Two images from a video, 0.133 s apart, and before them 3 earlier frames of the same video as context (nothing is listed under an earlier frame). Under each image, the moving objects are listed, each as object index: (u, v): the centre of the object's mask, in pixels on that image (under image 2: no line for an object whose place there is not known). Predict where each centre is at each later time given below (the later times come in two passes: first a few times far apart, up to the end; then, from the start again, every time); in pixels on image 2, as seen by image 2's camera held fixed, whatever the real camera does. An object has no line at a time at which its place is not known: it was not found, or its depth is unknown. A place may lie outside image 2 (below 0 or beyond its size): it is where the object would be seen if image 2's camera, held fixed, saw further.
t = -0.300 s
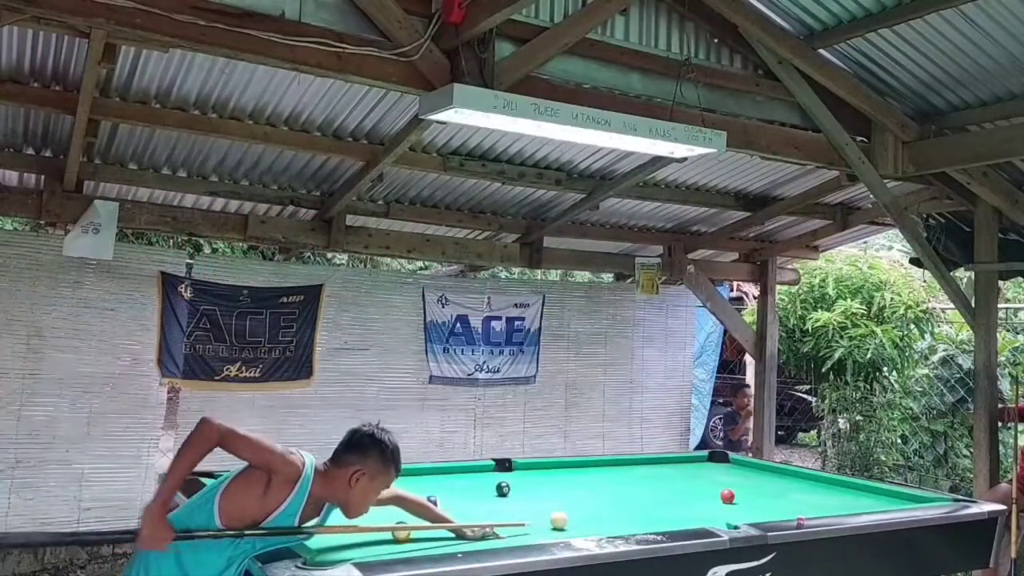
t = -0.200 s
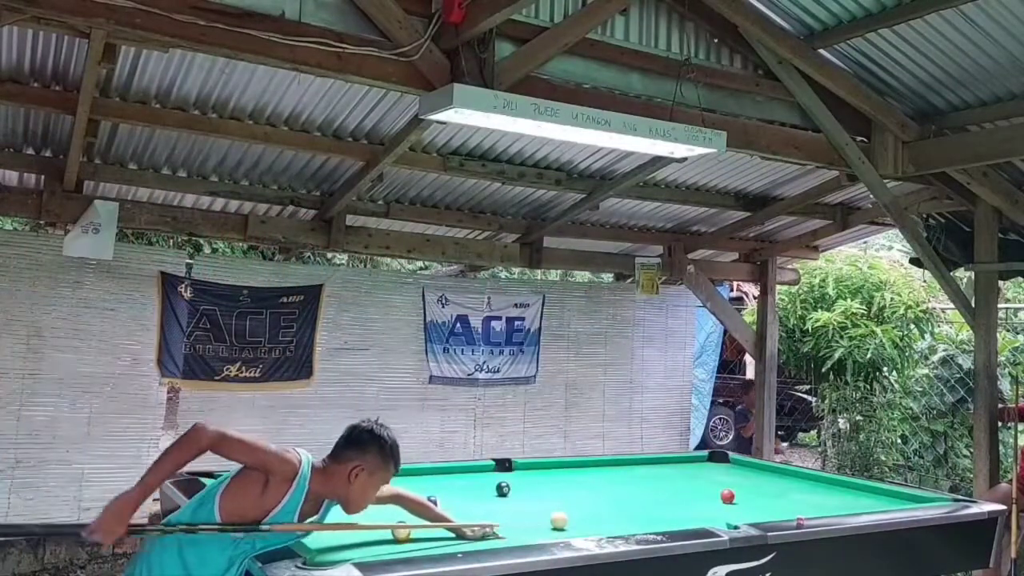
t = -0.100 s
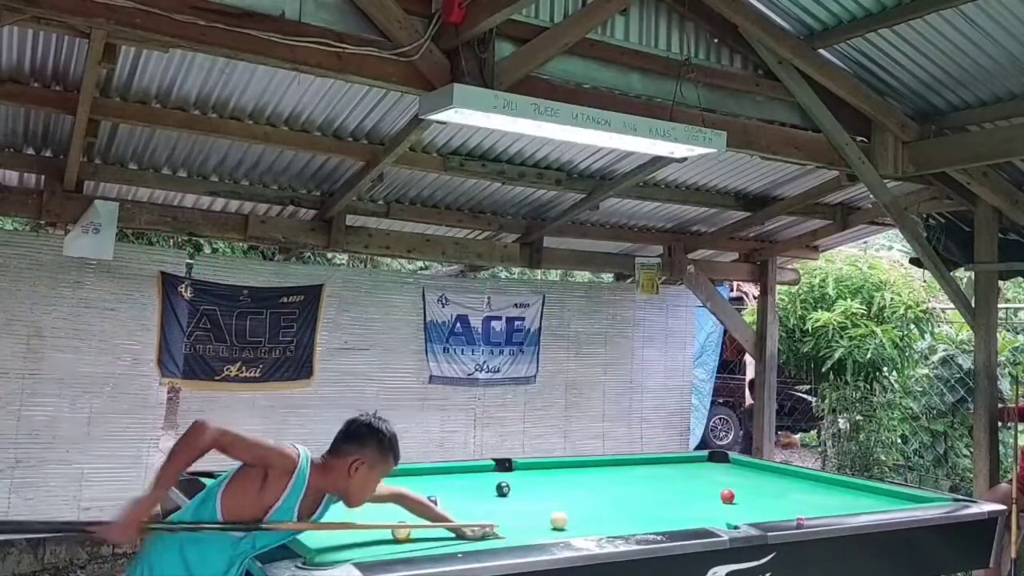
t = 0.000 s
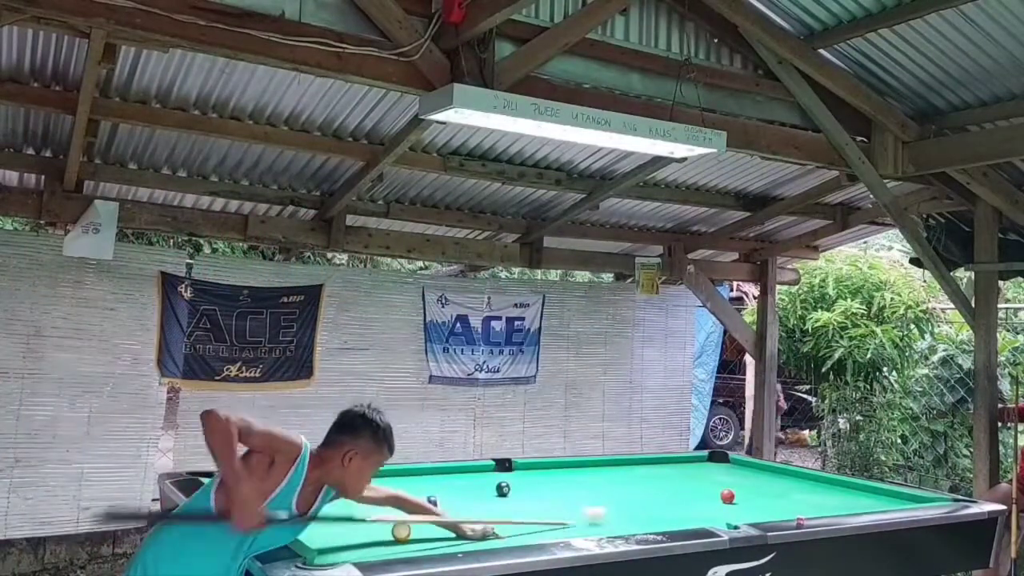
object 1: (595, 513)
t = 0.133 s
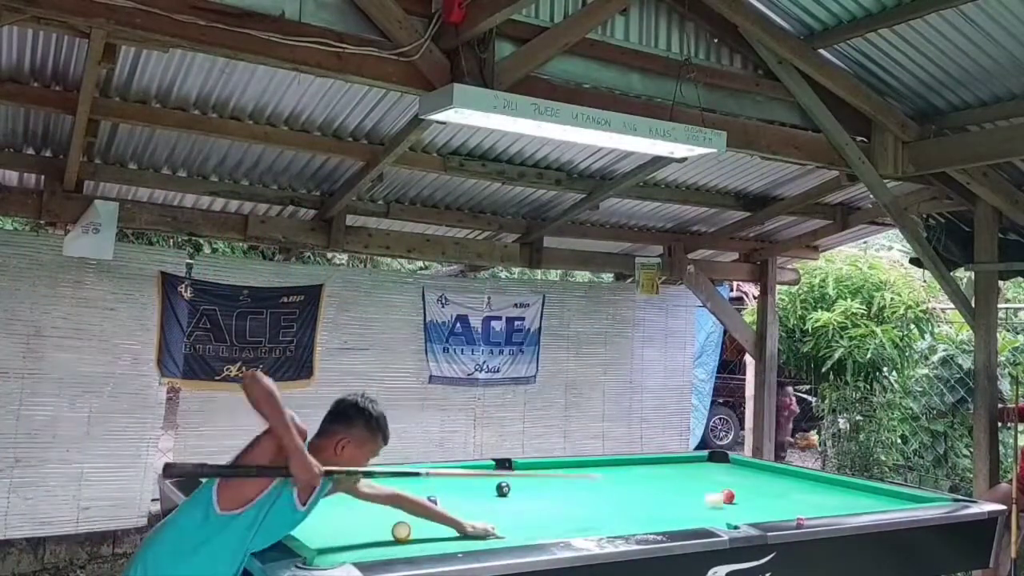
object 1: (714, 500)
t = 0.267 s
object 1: (826, 503)
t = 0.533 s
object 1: (904, 496)
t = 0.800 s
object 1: (844, 489)
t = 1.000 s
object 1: (800, 484)
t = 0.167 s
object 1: (742, 498)
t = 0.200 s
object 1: (771, 500)
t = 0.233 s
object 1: (799, 501)
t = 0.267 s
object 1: (826, 503)
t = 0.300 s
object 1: (853, 503)
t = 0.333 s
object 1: (879, 503)
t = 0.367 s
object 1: (902, 503)
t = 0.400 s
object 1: (903, 502)
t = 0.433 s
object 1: (904, 500)
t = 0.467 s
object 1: (904, 499)
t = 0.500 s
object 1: (904, 498)
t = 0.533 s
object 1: (904, 496)
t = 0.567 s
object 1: (900, 495)
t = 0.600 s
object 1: (891, 493)
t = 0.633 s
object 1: (884, 493)
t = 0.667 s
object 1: (875, 492)
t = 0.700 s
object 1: (867, 491)
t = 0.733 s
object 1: (860, 491)
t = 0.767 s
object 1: (852, 490)
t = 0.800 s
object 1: (844, 489)
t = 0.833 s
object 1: (837, 488)
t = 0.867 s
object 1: (829, 487)
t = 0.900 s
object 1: (822, 487)
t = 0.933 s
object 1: (815, 486)
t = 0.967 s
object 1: (808, 485)
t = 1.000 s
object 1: (800, 484)
